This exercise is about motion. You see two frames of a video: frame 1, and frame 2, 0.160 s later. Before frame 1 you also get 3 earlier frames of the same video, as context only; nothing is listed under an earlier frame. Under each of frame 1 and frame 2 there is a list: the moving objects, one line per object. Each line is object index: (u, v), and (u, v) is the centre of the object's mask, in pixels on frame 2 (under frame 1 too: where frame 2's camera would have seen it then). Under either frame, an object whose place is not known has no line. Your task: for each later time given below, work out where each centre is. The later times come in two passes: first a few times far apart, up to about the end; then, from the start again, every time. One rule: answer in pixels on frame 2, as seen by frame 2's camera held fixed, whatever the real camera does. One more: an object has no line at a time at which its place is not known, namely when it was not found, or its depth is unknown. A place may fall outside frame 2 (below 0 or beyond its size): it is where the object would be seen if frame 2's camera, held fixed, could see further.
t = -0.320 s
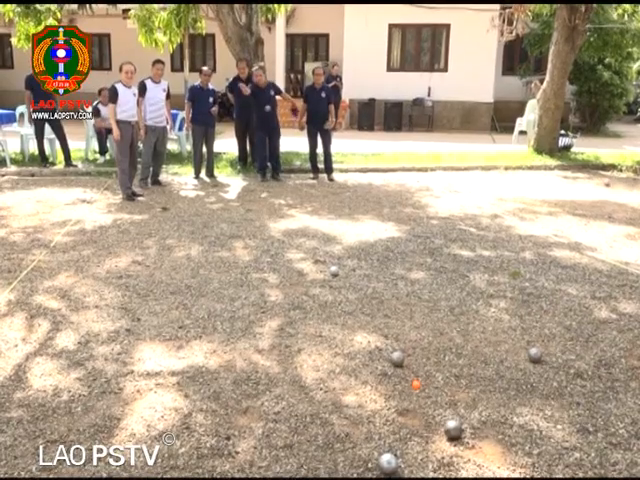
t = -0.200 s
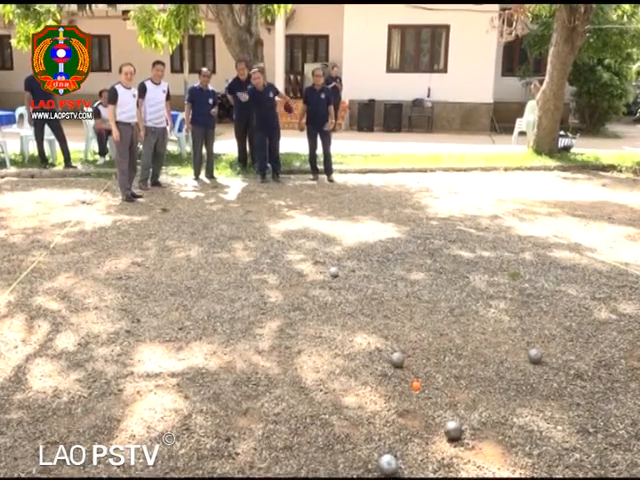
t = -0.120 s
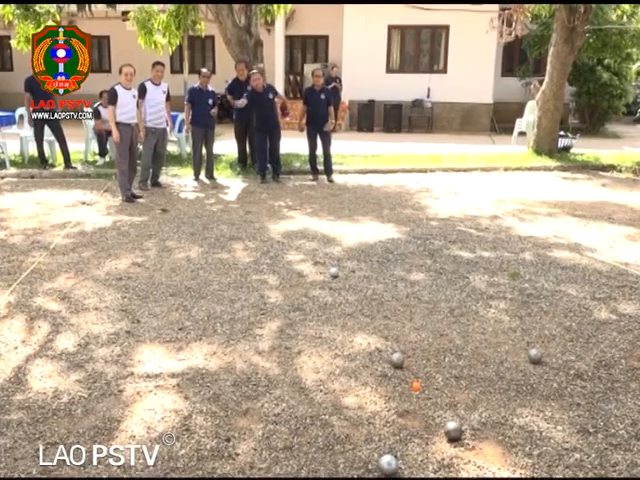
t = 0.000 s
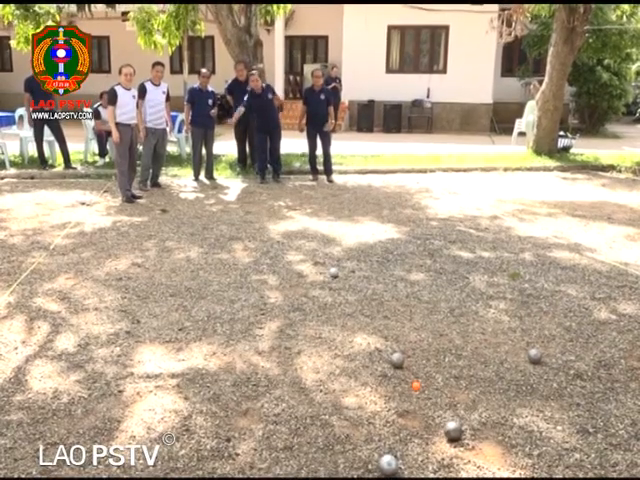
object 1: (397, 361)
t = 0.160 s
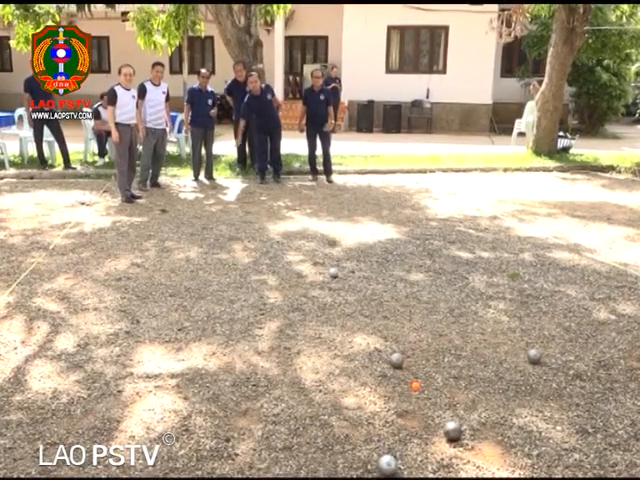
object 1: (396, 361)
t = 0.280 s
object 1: (396, 361)
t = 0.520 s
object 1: (396, 360)
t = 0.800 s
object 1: (446, 390)
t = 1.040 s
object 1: (474, 412)
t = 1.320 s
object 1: (491, 425)
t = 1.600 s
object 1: (498, 437)
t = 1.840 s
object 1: (500, 441)
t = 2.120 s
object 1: (500, 442)
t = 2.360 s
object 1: (500, 442)
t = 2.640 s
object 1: (500, 442)
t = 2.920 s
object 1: (500, 442)
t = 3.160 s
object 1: (500, 442)
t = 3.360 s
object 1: (500, 442)
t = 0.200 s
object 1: (396, 361)
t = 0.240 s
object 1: (396, 360)
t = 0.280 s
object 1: (396, 361)
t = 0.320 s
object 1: (396, 361)
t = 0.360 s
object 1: (396, 361)
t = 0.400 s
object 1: (396, 361)
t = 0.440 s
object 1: (396, 361)
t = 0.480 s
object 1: (396, 360)
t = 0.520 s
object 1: (396, 360)
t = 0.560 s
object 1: (396, 360)
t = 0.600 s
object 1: (404, 364)
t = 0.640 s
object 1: (413, 371)
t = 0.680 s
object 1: (422, 374)
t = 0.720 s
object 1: (430, 380)
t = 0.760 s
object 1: (438, 386)
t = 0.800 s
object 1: (446, 390)
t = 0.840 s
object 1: (451, 394)
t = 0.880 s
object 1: (456, 397)
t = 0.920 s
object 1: (461, 401)
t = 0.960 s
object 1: (465, 404)
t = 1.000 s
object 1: (470, 408)
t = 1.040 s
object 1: (474, 412)
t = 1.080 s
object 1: (477, 414)
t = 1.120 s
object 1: (481, 417)
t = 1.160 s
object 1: (483, 421)
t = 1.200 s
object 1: (488, 422)
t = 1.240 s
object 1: (489, 424)
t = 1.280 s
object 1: (490, 424)
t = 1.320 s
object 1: (491, 425)
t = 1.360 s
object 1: (493, 429)
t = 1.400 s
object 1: (494, 430)
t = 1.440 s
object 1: (495, 431)
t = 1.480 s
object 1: (496, 432)
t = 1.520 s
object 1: (496, 433)
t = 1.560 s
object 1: (498, 436)
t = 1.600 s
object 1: (498, 437)
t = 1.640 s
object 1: (499, 438)
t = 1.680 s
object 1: (499, 438)
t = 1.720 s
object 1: (500, 439)
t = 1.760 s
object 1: (501, 440)
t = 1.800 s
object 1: (501, 440)
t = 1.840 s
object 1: (500, 441)
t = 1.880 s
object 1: (500, 442)
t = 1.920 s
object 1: (500, 442)
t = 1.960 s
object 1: (500, 442)
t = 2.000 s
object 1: (500, 442)
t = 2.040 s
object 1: (500, 442)
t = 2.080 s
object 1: (500, 442)
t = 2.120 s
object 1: (500, 442)
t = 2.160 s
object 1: (500, 442)
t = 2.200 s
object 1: (500, 442)
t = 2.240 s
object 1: (500, 442)
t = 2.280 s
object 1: (500, 442)
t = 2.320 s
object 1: (500, 442)
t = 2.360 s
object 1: (500, 442)
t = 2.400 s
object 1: (500, 442)
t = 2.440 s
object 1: (500, 442)
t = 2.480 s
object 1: (499, 442)
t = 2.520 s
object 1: (500, 442)
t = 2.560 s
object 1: (500, 442)
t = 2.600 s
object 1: (500, 442)
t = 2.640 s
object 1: (500, 442)
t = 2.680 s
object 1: (500, 442)
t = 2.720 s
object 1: (500, 442)
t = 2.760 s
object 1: (500, 442)
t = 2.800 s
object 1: (500, 442)
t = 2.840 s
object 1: (500, 442)
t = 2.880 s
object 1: (500, 442)
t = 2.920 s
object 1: (500, 442)
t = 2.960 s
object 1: (500, 442)
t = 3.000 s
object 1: (500, 442)
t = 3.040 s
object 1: (500, 442)
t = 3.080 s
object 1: (500, 442)
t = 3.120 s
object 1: (500, 442)
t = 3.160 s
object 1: (500, 442)
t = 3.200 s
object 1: (500, 442)
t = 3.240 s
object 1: (500, 442)
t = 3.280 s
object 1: (500, 442)
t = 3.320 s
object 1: (500, 442)
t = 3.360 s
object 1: (500, 442)
